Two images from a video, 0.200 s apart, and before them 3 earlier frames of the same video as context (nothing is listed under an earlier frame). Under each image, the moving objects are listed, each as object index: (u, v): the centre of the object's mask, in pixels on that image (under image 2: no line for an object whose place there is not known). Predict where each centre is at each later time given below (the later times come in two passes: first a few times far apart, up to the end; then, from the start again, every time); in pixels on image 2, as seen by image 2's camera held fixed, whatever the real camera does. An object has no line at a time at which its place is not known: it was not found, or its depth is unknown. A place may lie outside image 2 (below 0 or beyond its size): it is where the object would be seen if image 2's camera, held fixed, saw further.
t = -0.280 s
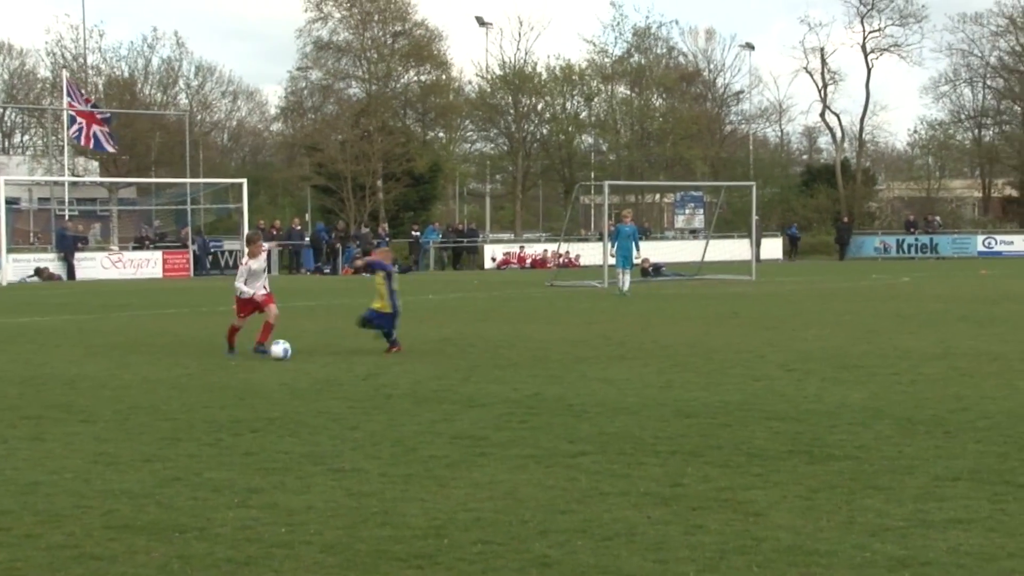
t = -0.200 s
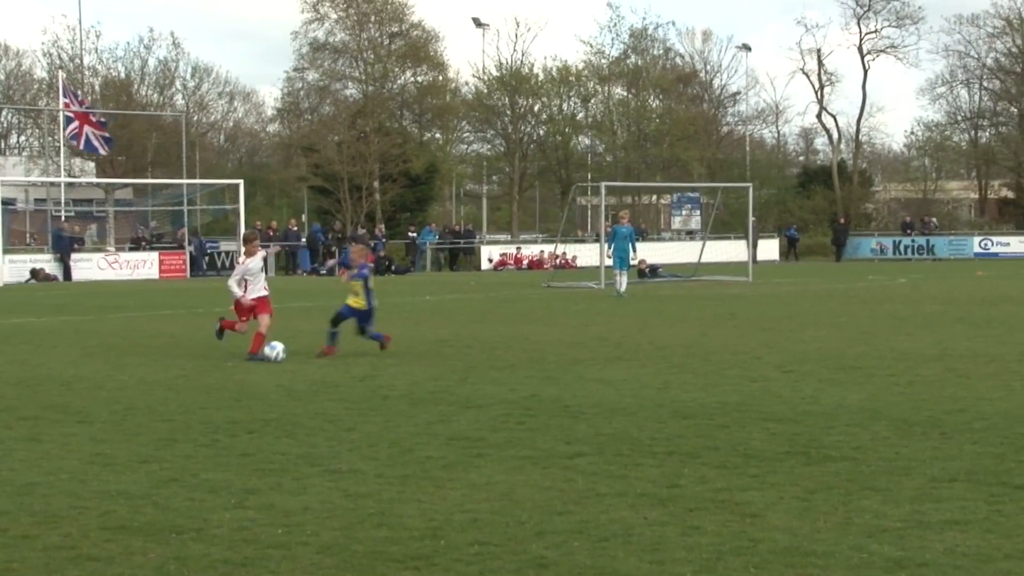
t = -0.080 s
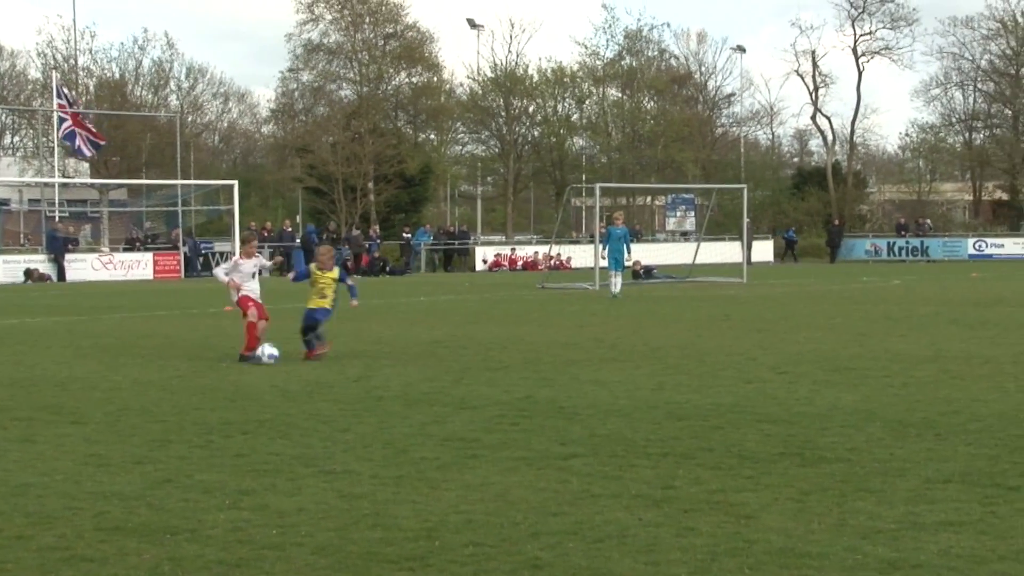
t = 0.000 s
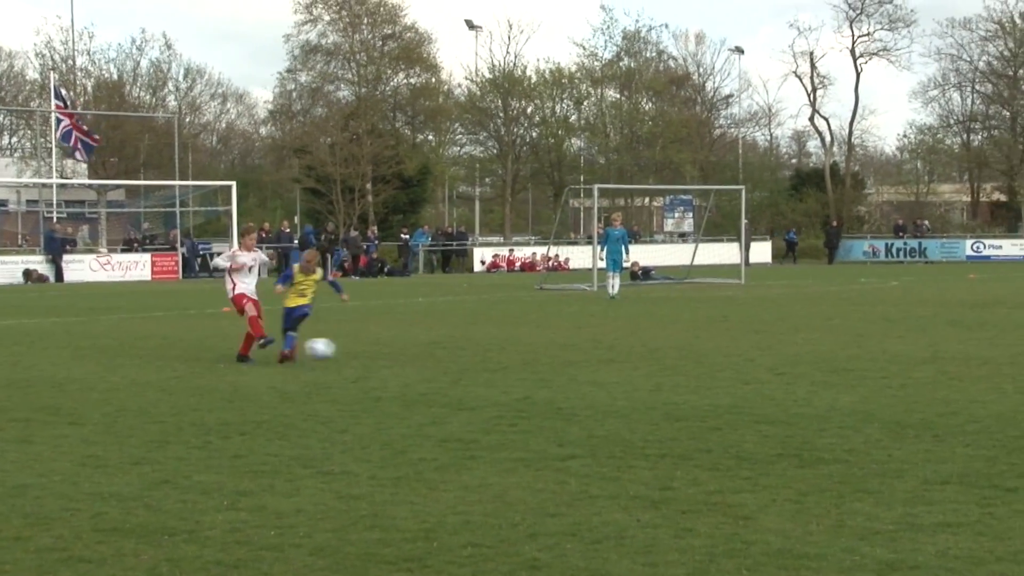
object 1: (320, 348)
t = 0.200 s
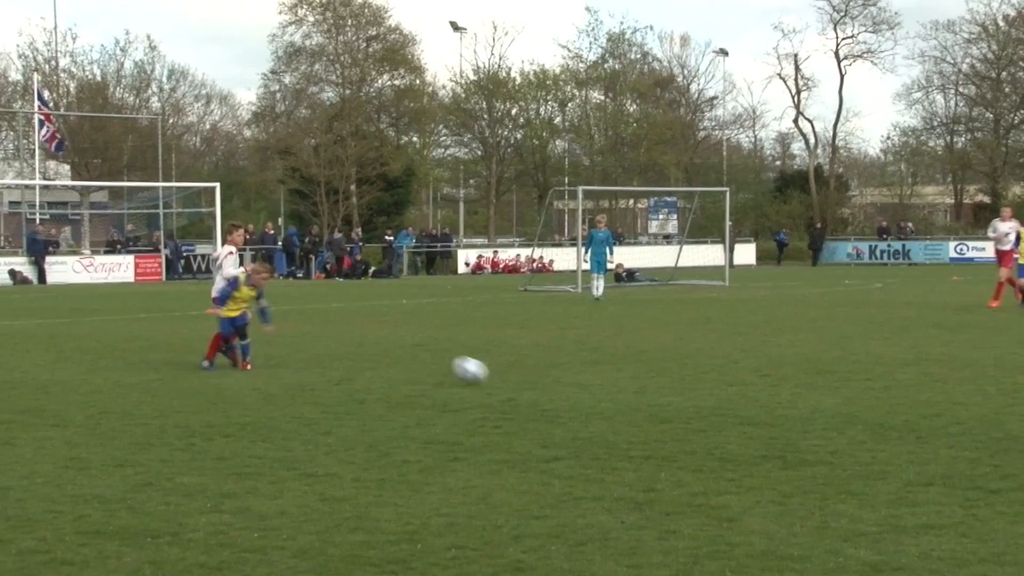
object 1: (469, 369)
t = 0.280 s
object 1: (532, 369)
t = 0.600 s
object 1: (785, 398)
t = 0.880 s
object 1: (1029, 405)
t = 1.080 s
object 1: (1237, 426)
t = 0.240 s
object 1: (505, 376)
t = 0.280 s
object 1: (532, 369)
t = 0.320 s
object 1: (561, 365)
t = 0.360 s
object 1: (590, 362)
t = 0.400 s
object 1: (622, 362)
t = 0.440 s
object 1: (653, 364)
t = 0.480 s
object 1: (684, 369)
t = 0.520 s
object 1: (717, 376)
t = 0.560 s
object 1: (752, 386)
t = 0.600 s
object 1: (785, 398)
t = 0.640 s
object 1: (818, 395)
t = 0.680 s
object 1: (850, 390)
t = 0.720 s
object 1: (883, 388)
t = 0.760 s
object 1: (917, 388)
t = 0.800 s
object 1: (954, 391)
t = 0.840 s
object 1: (991, 396)
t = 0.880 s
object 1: (1029, 405)
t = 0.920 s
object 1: (1069, 417)
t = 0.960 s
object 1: (1109, 429)
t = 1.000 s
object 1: (1150, 427)
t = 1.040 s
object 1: (1193, 426)
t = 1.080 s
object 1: (1237, 426)
